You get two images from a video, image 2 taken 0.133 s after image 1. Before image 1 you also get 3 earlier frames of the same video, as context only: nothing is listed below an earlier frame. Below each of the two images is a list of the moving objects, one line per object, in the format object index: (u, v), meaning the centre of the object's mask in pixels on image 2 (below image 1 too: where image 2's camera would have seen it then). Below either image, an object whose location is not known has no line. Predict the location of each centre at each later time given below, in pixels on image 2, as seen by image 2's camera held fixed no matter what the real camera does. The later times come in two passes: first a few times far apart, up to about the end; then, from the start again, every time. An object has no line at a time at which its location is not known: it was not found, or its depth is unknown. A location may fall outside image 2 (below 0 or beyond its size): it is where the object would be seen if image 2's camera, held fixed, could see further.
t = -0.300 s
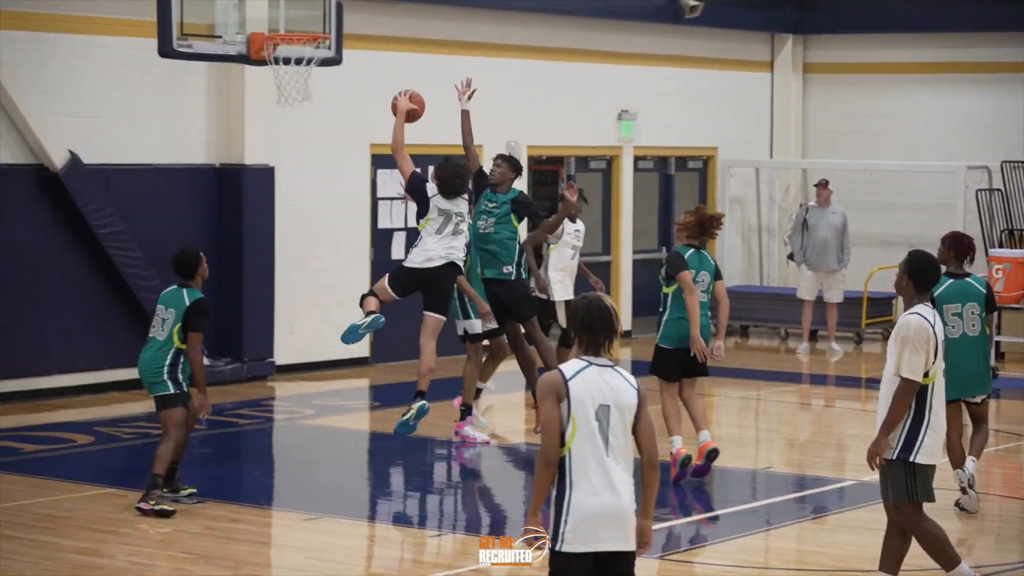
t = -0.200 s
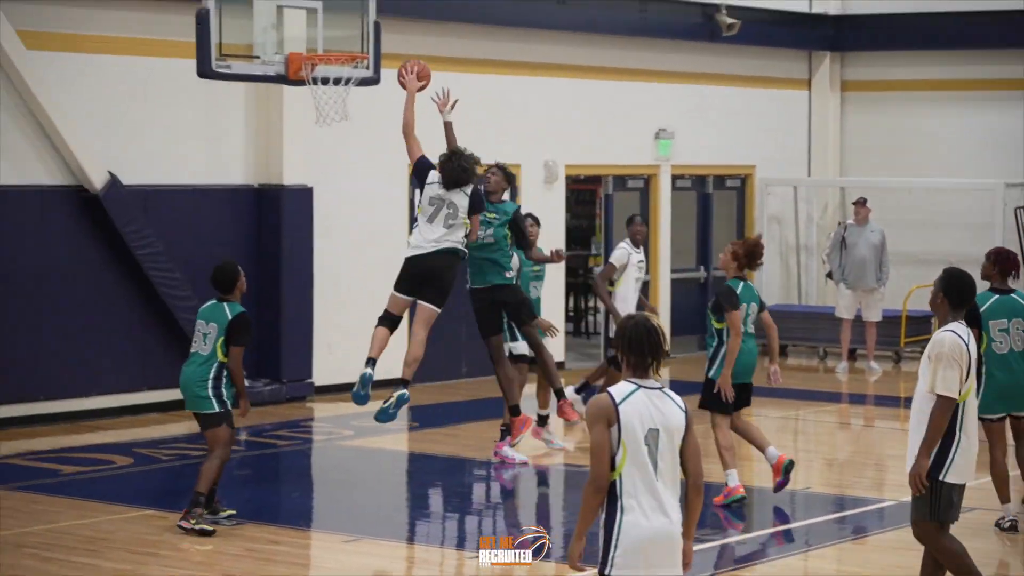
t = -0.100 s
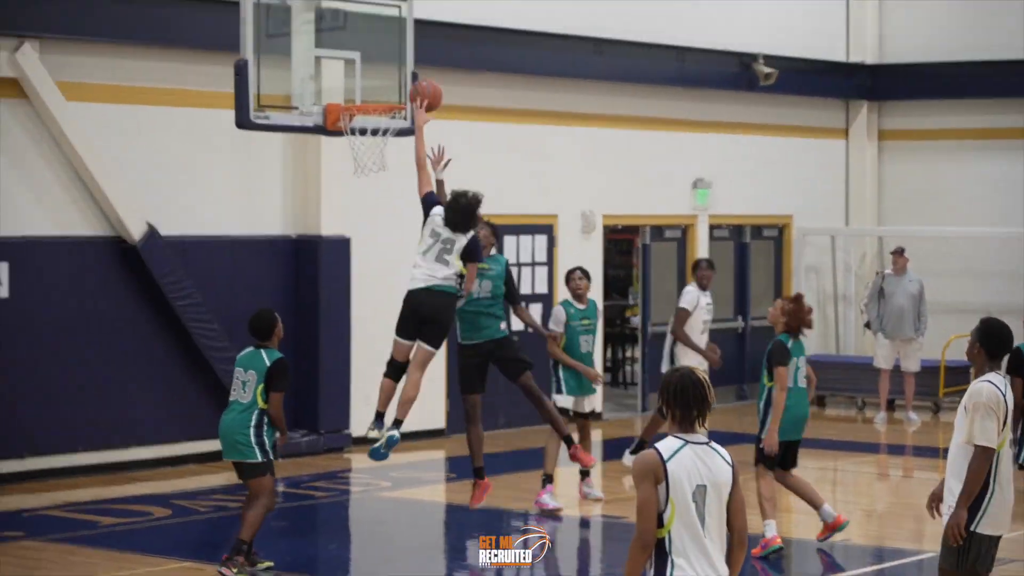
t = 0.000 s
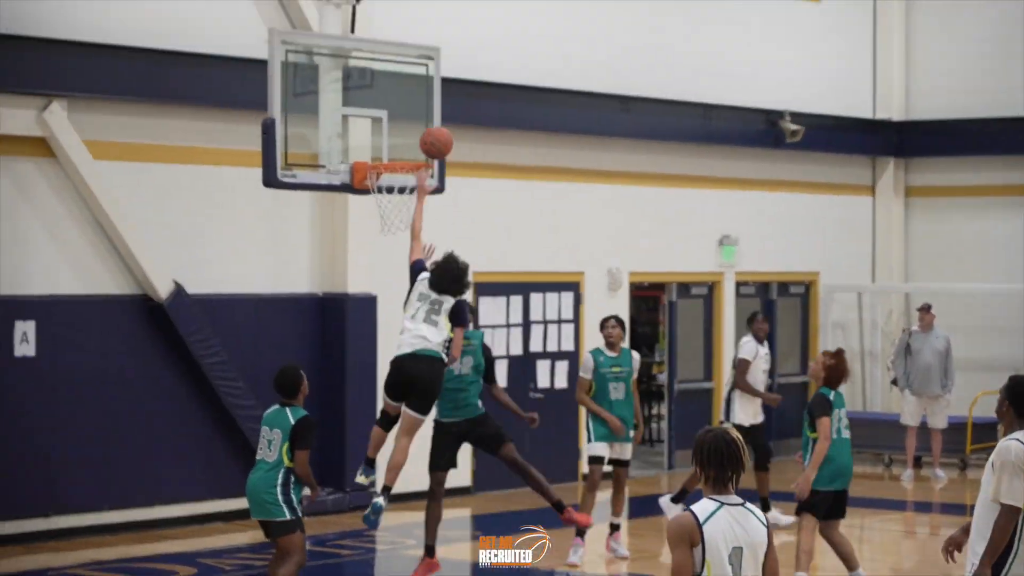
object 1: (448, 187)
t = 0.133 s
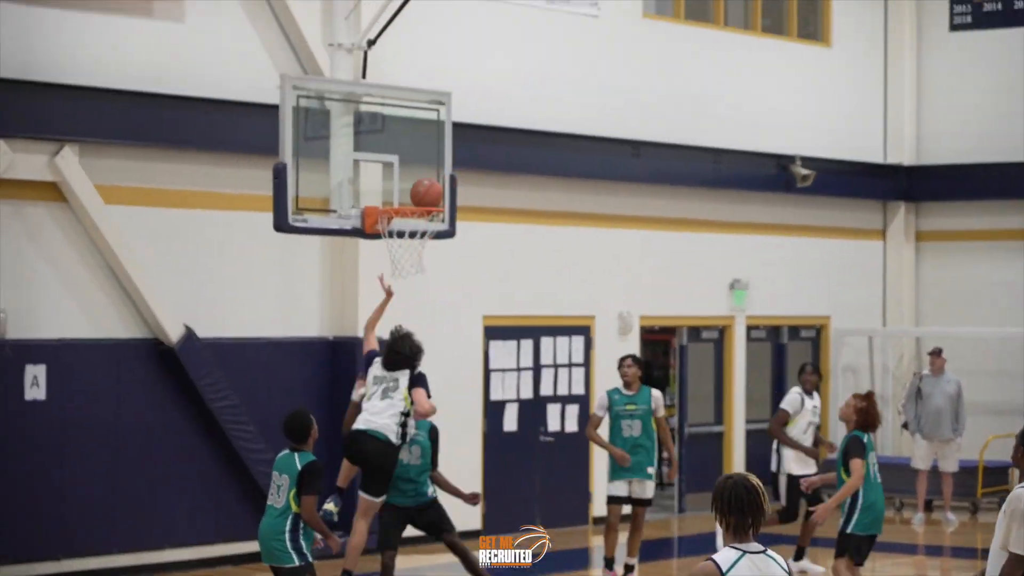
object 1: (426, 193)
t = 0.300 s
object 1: (394, 195)
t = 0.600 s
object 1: (372, 189)
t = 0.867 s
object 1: (351, 251)
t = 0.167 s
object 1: (420, 195)
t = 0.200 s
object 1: (414, 193)
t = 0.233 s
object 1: (407, 193)
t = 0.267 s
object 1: (401, 193)
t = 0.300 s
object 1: (394, 195)
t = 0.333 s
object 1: (392, 193)
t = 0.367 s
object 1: (389, 191)
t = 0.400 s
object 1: (386, 189)
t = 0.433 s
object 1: (384, 190)
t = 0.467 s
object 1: (382, 191)
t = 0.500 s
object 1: (379, 192)
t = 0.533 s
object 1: (377, 189)
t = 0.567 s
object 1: (375, 189)
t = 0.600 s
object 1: (372, 189)
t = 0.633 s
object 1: (370, 192)
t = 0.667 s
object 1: (367, 195)
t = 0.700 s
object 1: (365, 201)
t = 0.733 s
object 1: (362, 208)
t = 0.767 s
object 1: (360, 216)
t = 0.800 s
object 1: (357, 226)
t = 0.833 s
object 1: (354, 237)
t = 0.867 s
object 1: (351, 251)
